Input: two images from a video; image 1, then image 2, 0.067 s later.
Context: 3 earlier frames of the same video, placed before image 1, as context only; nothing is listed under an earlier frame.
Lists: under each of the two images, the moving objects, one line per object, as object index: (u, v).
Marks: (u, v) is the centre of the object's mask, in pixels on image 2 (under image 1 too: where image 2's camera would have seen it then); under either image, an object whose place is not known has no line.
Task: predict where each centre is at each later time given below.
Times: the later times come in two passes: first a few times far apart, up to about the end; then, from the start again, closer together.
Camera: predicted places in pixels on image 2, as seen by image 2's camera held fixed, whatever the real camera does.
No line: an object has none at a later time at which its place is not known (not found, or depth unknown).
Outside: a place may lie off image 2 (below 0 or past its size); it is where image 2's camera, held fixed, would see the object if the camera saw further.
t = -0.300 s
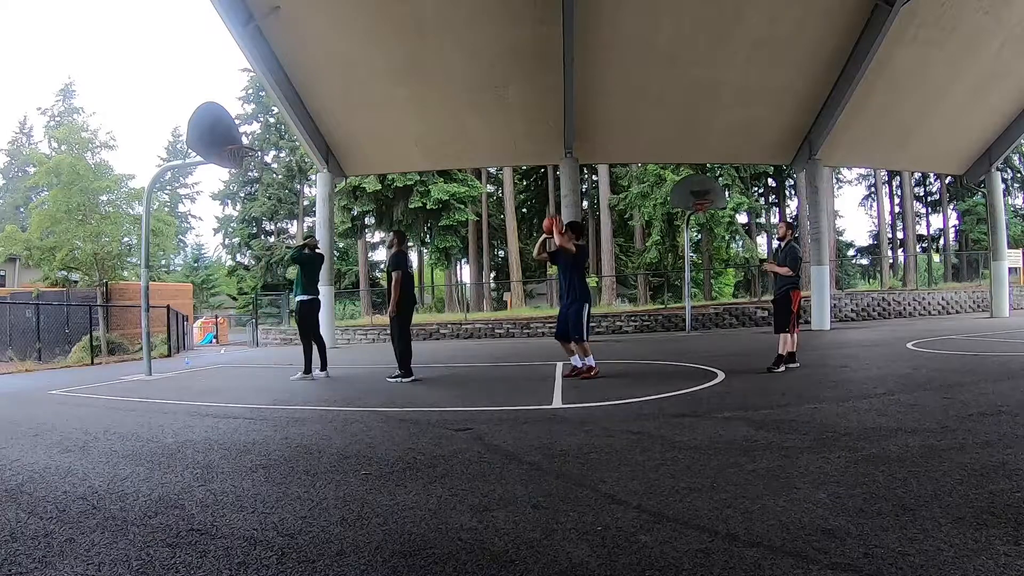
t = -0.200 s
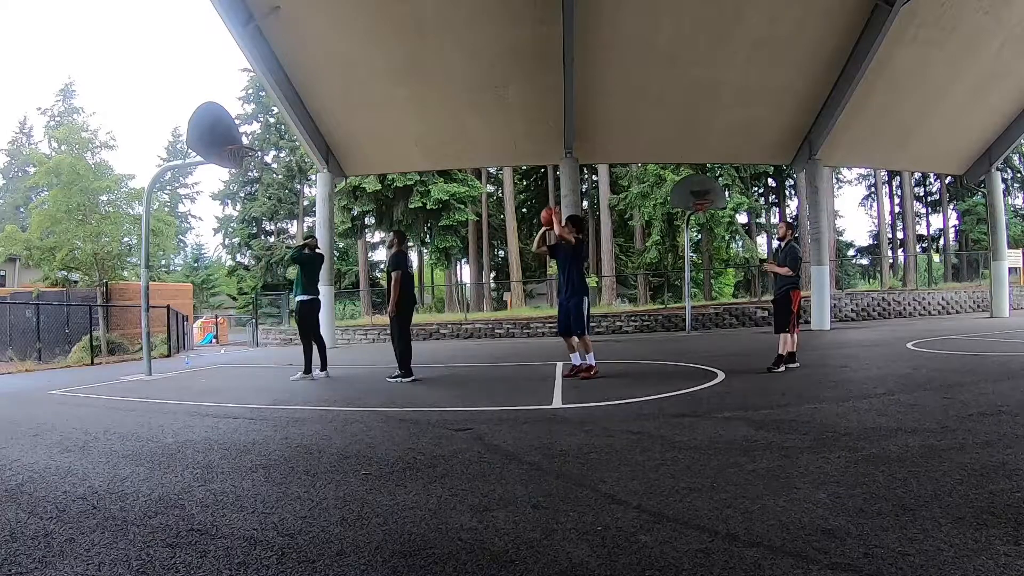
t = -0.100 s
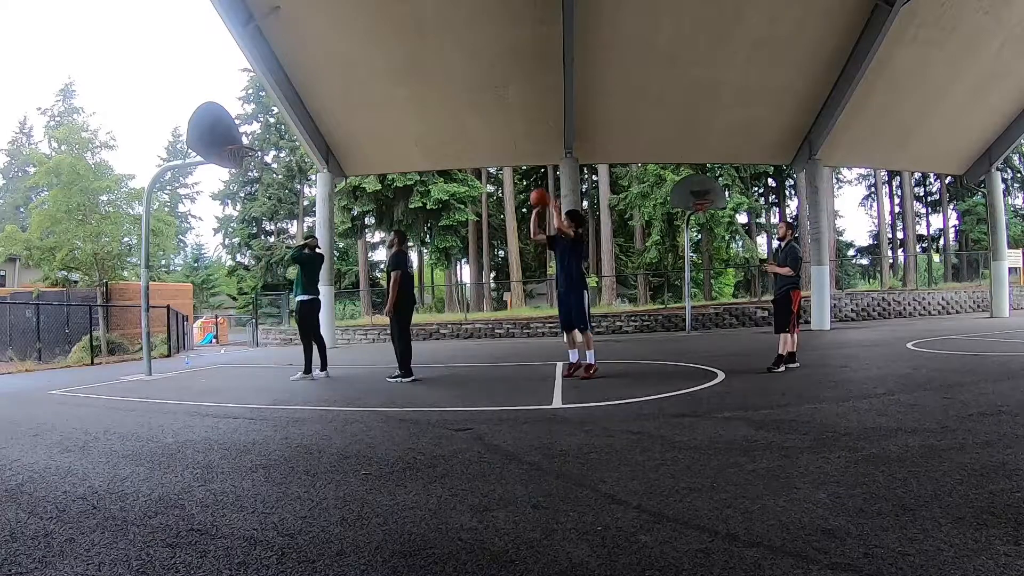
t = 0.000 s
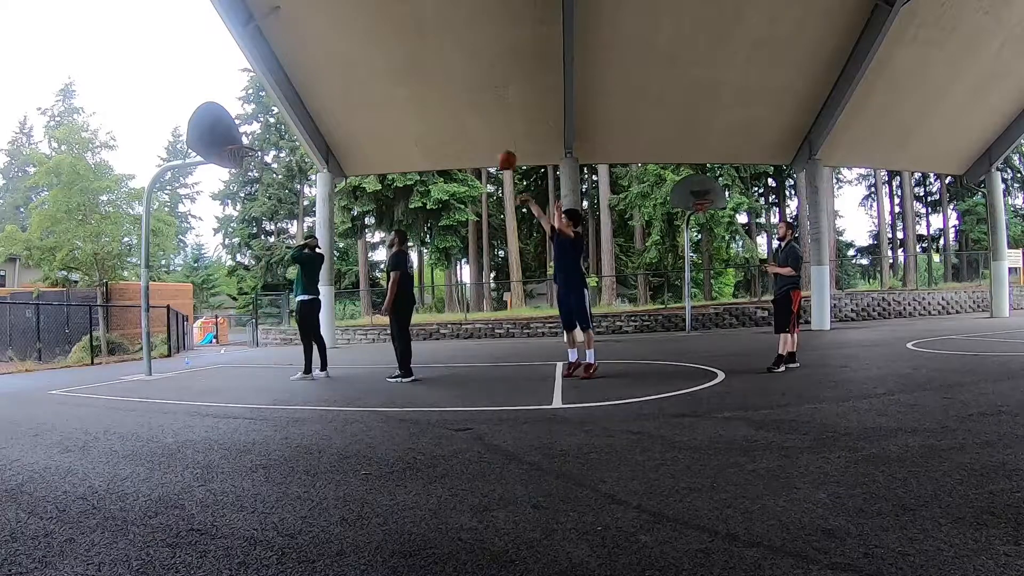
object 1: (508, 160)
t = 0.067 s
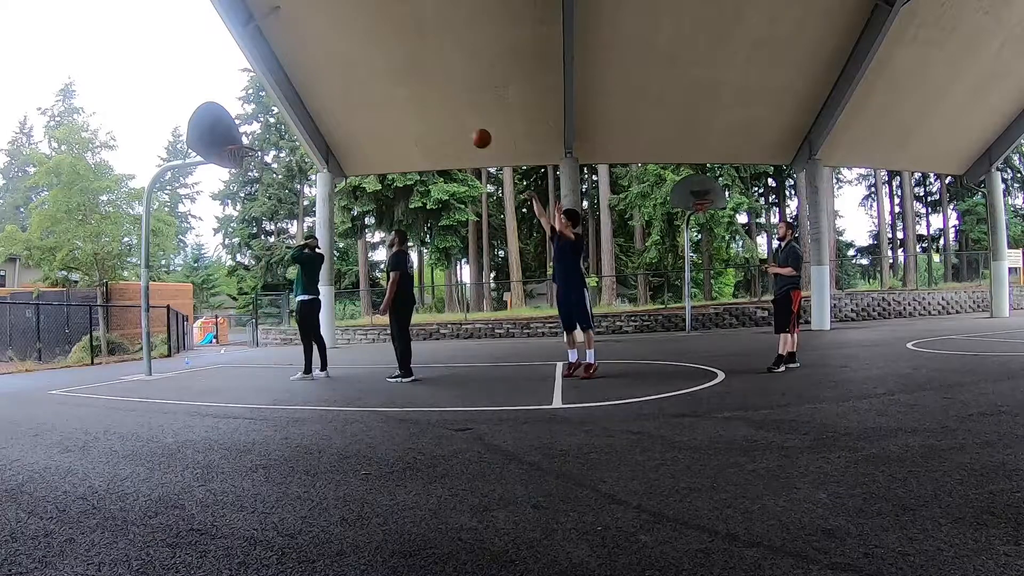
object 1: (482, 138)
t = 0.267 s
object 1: (411, 98)
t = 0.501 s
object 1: (337, 92)
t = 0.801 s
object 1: (252, 141)
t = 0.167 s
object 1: (445, 114)
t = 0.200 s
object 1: (434, 108)
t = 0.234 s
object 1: (422, 102)
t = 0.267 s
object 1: (411, 98)
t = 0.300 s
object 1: (400, 95)
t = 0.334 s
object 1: (390, 92)
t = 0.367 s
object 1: (379, 91)
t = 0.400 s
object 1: (368, 90)
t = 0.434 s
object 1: (358, 90)
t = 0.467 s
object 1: (347, 91)
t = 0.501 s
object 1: (337, 92)
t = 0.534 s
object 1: (328, 95)
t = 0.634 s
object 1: (298, 106)
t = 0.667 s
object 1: (289, 112)
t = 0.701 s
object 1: (280, 119)
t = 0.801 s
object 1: (252, 141)
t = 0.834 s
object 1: (245, 150)
